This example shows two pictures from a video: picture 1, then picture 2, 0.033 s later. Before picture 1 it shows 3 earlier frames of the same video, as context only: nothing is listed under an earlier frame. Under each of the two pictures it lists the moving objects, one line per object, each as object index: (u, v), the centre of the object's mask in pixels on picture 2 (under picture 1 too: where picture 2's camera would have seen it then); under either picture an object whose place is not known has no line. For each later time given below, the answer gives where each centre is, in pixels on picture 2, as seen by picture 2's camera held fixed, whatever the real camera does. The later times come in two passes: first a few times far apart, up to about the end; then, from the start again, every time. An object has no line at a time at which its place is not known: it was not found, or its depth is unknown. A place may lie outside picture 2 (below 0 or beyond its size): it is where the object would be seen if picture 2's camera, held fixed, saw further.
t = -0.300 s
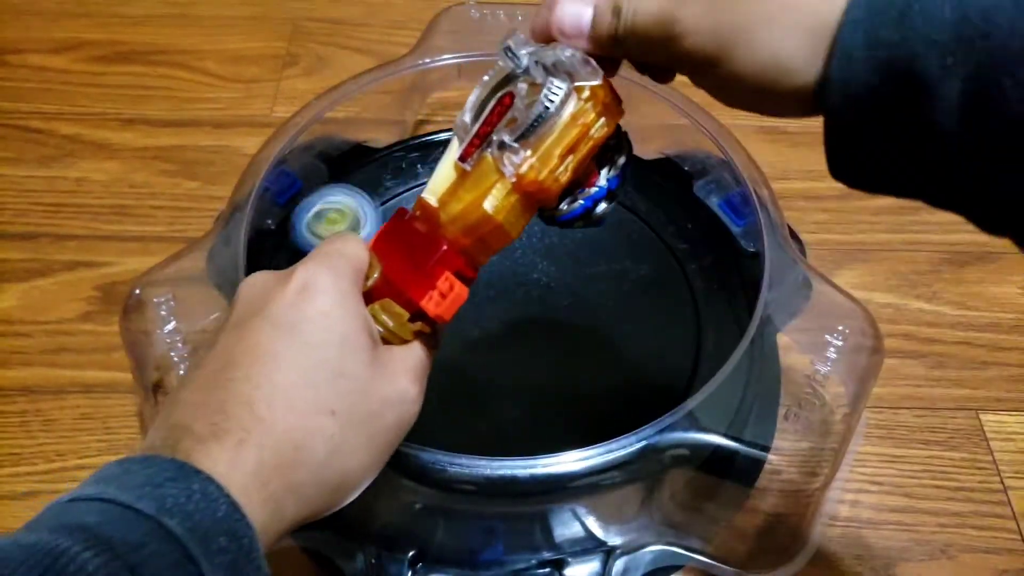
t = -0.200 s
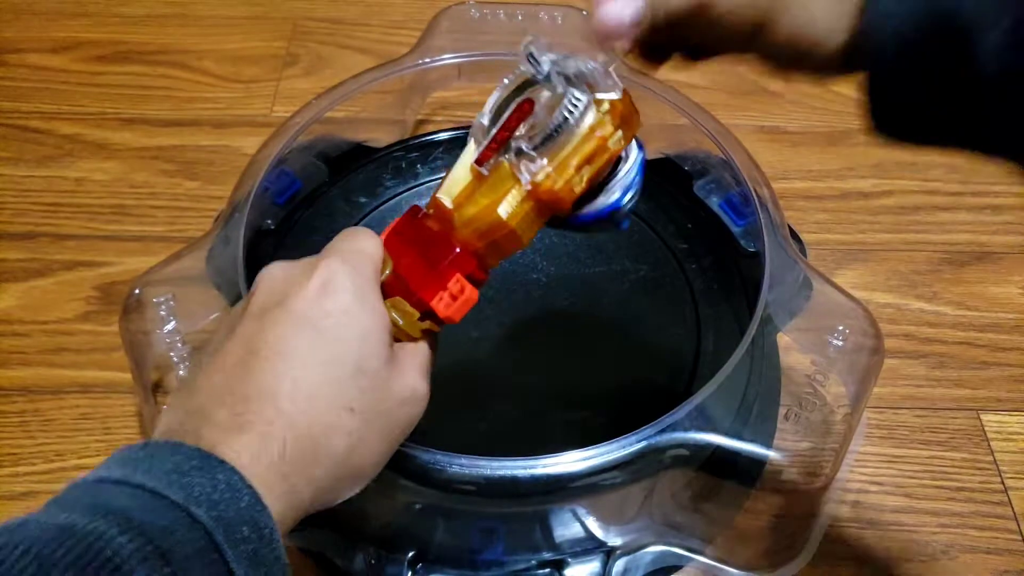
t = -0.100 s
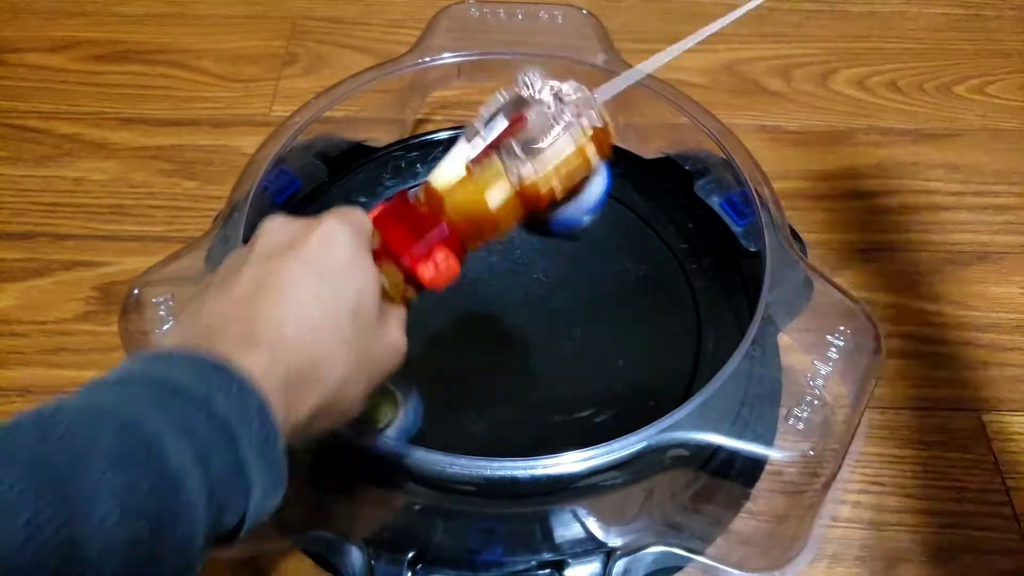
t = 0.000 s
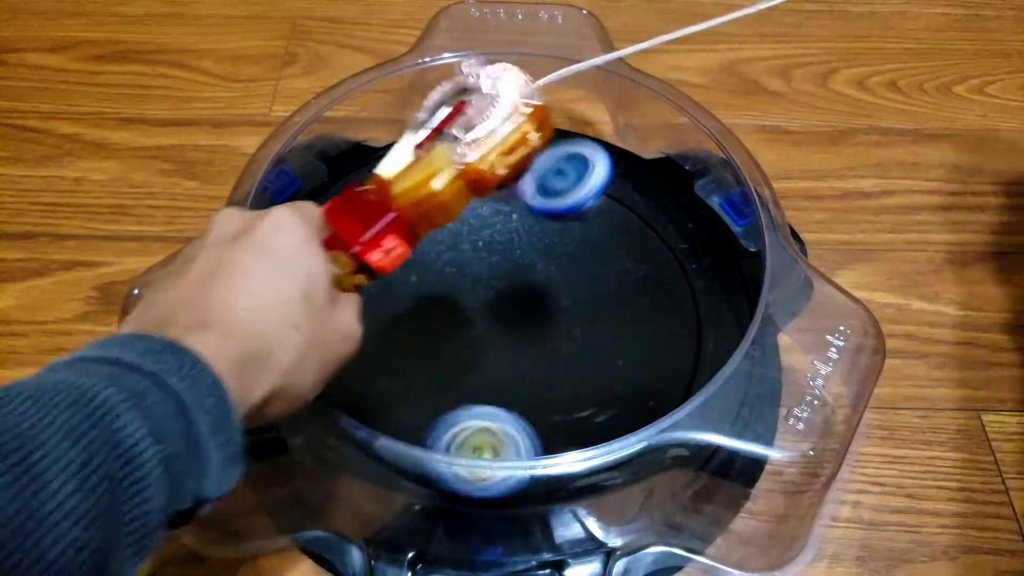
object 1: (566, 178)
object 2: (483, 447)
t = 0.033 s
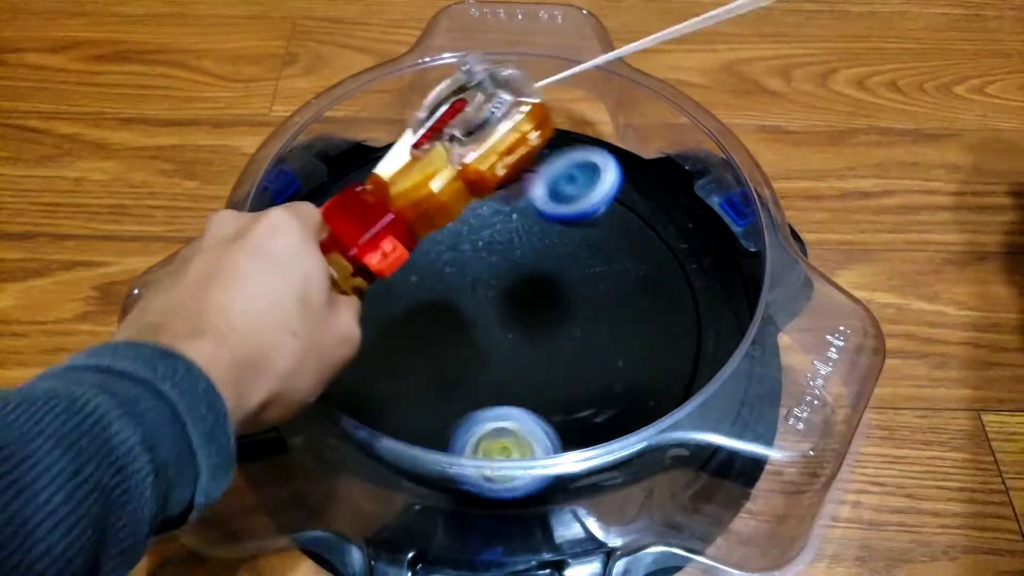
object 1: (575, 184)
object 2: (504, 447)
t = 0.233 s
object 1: (566, 169)
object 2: (687, 338)
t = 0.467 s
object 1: (432, 262)
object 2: (603, 163)
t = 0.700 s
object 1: (328, 392)
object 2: (387, 173)
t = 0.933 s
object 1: (445, 405)
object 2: (335, 355)
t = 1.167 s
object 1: (532, 288)
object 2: (544, 428)
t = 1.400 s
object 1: (445, 193)
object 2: (688, 286)
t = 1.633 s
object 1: (333, 249)
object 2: (558, 153)
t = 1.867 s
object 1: (433, 432)
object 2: (366, 196)
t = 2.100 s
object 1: (707, 305)
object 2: (354, 371)
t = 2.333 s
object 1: (539, 100)
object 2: (556, 422)
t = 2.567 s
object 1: (515, 145)
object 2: (677, 279)
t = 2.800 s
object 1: (592, 318)
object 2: (559, 155)
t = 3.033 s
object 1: (654, 373)
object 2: (377, 185)
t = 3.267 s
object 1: (618, 322)
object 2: (328, 331)
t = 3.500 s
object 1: (534, 309)
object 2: (502, 421)
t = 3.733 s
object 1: (505, 375)
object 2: (659, 320)
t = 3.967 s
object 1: (559, 307)
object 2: (589, 182)
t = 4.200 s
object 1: (406, 240)
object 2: (420, 171)
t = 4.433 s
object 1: (345, 371)
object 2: (355, 225)
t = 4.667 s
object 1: (609, 373)
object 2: (406, 310)
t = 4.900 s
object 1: (584, 159)
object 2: (554, 342)
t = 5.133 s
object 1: (356, 166)
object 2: (620, 296)
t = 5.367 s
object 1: (427, 395)
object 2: (599, 260)
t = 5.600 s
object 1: (657, 356)
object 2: (532, 249)
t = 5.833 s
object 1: (596, 193)
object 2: (440, 260)
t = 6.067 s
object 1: (427, 220)
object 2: (349, 323)
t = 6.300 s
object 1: (483, 304)
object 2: (398, 373)
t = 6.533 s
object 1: (583, 265)
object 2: (477, 314)
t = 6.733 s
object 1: (549, 204)
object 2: (475, 251)
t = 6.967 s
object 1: (522, 225)
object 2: (440, 249)
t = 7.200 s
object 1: (571, 282)
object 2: (416, 272)
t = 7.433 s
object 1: (573, 309)
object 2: (432, 301)
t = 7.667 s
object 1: (544, 330)
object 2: (453, 313)
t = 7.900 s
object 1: (529, 332)
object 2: (446, 299)
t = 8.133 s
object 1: (533, 333)
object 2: (440, 233)
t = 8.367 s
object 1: (509, 308)
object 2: (473, 202)
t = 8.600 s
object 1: (438, 307)
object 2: (550, 225)
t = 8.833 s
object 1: (436, 332)
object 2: (585, 267)
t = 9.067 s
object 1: (447, 286)
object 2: (580, 318)
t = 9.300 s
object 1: (358, 263)
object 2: (525, 303)
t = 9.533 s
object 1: (440, 290)
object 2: (522, 267)
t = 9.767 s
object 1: (454, 270)
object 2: (649, 259)
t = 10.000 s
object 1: (493, 263)
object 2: (598, 303)
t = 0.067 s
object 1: (593, 203)
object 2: (546, 442)
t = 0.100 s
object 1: (605, 230)
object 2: (582, 422)
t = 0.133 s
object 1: (599, 201)
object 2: (616, 407)
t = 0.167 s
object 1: (590, 178)
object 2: (646, 389)
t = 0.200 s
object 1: (578, 168)
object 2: (671, 365)
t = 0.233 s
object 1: (566, 169)
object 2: (687, 338)
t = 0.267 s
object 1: (552, 182)
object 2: (695, 307)
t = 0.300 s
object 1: (538, 206)
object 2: (694, 277)
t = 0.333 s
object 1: (519, 207)
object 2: (686, 248)
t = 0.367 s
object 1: (497, 211)
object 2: (673, 221)
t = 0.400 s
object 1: (475, 227)
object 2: (654, 197)
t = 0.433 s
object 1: (454, 251)
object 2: (631, 178)
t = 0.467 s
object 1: (432, 262)
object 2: (603, 163)
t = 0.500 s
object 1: (410, 281)
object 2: (573, 152)
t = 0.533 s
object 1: (390, 298)
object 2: (542, 145)
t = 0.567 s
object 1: (371, 315)
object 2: (509, 142)
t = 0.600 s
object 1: (355, 335)
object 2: (478, 143)
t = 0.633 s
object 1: (341, 356)
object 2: (446, 148)
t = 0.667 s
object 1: (331, 377)
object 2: (415, 159)
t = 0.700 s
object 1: (328, 392)
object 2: (387, 173)
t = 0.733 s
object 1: (328, 414)
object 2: (362, 192)
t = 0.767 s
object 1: (332, 434)
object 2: (342, 214)
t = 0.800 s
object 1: (343, 445)
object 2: (327, 239)
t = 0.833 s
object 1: (369, 437)
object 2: (318, 267)
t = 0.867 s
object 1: (394, 427)
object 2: (315, 297)
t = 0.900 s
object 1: (422, 414)
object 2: (320, 326)
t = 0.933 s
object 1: (445, 405)
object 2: (335, 355)
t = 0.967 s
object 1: (469, 390)
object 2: (357, 379)
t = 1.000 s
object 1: (490, 373)
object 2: (384, 400)
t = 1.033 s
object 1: (508, 356)
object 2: (412, 424)
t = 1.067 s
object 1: (515, 347)
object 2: (430, 431)
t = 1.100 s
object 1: (526, 328)
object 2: (468, 440)
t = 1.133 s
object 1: (532, 308)
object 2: (507, 441)
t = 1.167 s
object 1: (532, 288)
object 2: (544, 428)
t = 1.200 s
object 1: (528, 269)
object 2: (579, 420)
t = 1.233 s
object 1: (521, 252)
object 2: (612, 407)
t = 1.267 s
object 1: (510, 235)
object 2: (640, 389)
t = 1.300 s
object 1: (497, 220)
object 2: (664, 367)
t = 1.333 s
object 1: (481, 209)
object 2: (679, 342)
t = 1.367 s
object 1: (464, 200)
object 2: (687, 314)
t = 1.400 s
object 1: (445, 193)
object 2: (688, 286)
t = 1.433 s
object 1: (426, 191)
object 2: (682, 258)
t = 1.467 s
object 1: (406, 190)
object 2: (671, 234)
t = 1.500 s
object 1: (386, 193)
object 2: (655, 211)
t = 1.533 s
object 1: (368, 201)
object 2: (636, 191)
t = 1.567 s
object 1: (350, 211)
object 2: (611, 174)
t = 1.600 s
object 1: (337, 226)
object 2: (586, 162)
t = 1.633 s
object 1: (333, 249)
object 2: (558, 153)
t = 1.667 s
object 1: (329, 272)
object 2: (529, 148)
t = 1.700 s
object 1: (327, 299)
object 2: (500, 148)
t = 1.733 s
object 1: (329, 327)
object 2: (470, 150)
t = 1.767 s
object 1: (339, 359)
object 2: (441, 155)
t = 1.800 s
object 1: (361, 388)
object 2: (413, 166)
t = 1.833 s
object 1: (392, 415)
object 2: (388, 179)
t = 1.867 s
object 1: (433, 432)
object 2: (366, 196)
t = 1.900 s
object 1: (481, 430)
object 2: (348, 217)
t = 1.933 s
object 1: (529, 429)
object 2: (334, 240)
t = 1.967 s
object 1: (575, 420)
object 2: (326, 265)
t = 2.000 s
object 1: (618, 402)
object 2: (322, 292)
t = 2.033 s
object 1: (657, 376)
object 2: (325, 320)
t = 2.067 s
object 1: (687, 344)
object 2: (336, 348)
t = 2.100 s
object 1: (707, 305)
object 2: (354, 371)
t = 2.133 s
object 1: (707, 264)
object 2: (377, 391)
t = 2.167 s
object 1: (703, 246)
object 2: (391, 400)
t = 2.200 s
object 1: (692, 206)
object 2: (421, 414)
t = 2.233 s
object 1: (667, 173)
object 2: (455, 423)
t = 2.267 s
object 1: (627, 149)
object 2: (488, 427)
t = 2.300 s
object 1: (584, 122)
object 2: (522, 427)
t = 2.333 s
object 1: (539, 100)
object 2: (556, 422)
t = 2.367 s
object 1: (489, 95)
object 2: (588, 413)
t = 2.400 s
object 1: (446, 97)
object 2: (617, 398)
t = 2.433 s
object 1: (459, 94)
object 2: (640, 378)
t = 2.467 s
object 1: (473, 101)
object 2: (659, 356)
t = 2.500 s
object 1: (489, 110)
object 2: (672, 332)
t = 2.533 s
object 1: (503, 125)
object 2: (677, 305)
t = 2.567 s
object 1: (515, 145)
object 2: (677, 279)
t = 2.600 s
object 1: (527, 172)
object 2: (671, 254)
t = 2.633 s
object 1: (535, 198)
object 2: (661, 232)
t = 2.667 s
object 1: (543, 224)
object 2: (647, 210)
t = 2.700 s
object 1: (554, 249)
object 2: (629, 192)
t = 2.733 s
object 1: (566, 274)
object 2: (607, 177)
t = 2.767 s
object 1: (579, 297)
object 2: (583, 164)
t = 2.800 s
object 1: (592, 318)
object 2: (559, 155)
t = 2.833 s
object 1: (606, 336)
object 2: (532, 150)
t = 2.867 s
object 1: (620, 352)
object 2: (504, 148)
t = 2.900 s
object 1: (632, 364)
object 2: (477, 149)
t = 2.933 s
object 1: (641, 371)
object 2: (450, 153)
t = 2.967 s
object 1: (647, 373)
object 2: (422, 161)
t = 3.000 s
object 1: (652, 374)
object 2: (398, 171)
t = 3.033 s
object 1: (654, 373)
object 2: (377, 185)
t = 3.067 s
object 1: (653, 370)
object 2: (358, 203)
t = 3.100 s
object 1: (650, 365)
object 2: (341, 222)
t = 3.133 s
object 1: (646, 358)
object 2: (330, 244)
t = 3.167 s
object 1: (639, 349)
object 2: (323, 268)
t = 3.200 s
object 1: (631, 338)
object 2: (320, 293)
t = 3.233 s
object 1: (627, 332)
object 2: (321, 305)
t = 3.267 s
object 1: (618, 322)
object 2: (328, 331)
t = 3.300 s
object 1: (609, 312)
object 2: (340, 355)
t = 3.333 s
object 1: (598, 305)
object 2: (359, 375)
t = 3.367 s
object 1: (588, 300)
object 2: (383, 392)
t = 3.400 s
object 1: (575, 298)
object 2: (410, 406)
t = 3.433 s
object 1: (562, 299)
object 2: (439, 415)
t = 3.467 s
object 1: (548, 303)
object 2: (471, 420)
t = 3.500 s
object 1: (534, 309)
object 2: (502, 421)
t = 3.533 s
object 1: (521, 317)
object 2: (534, 417)
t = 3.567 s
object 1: (510, 327)
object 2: (564, 410)
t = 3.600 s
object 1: (501, 337)
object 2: (591, 398)
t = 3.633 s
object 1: (496, 348)
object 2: (616, 384)
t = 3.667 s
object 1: (495, 358)
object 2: (637, 366)
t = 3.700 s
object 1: (498, 367)
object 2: (651, 343)
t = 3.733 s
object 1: (505, 375)
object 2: (659, 320)
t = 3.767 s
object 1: (517, 380)
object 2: (661, 296)
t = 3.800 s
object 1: (532, 381)
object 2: (659, 272)
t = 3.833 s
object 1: (547, 375)
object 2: (652, 250)
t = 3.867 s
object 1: (559, 363)
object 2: (641, 229)
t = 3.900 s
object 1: (566, 346)
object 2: (628, 211)
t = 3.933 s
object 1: (565, 327)
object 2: (609, 195)
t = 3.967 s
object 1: (559, 307)
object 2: (589, 182)
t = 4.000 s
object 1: (546, 289)
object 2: (566, 171)
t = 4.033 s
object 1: (529, 272)
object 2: (542, 163)
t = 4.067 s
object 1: (508, 258)
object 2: (518, 159)
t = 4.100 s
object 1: (485, 248)
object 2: (492, 158)
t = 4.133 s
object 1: (460, 240)
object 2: (466, 160)
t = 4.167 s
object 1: (433, 237)
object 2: (442, 166)
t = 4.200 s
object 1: (406, 240)
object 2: (420, 171)
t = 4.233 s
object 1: (376, 250)
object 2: (402, 174)
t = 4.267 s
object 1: (348, 264)
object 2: (386, 179)
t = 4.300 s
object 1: (323, 283)
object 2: (374, 187)
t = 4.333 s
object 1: (314, 294)
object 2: (370, 190)
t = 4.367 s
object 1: (308, 317)
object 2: (363, 200)
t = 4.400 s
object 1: (323, 345)
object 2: (358, 212)
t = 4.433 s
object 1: (345, 371)
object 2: (355, 225)
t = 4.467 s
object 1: (373, 396)
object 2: (356, 237)
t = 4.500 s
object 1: (412, 411)
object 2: (358, 248)
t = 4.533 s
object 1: (455, 420)
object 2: (363, 260)
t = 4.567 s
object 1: (498, 421)
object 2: (370, 272)
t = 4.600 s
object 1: (540, 414)
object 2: (380, 285)
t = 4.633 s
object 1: (578, 398)
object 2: (392, 298)
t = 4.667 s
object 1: (609, 373)
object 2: (406, 310)
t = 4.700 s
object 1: (632, 343)
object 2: (422, 322)
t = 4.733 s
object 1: (645, 308)
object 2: (442, 332)
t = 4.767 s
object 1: (650, 273)
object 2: (464, 340)
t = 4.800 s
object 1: (645, 238)
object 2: (487, 344)
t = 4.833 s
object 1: (633, 205)
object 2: (511, 347)
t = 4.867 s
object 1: (614, 176)
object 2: (533, 346)
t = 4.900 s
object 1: (584, 159)
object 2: (554, 342)
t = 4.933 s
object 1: (548, 152)
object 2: (573, 337)
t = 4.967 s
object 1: (513, 143)
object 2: (588, 330)
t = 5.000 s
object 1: (477, 137)
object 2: (600, 323)
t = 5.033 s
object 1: (441, 132)
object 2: (609, 316)
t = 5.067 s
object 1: (407, 132)
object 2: (615, 308)
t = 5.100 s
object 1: (376, 142)
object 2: (619, 302)
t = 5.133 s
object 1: (356, 166)
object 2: (620, 296)
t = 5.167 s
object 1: (342, 193)
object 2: (621, 290)
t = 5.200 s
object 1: (333, 226)
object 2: (620, 284)
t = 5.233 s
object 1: (334, 261)
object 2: (618, 279)
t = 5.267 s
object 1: (344, 298)
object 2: (615, 273)
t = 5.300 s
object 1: (362, 334)
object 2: (610, 268)
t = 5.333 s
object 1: (392, 368)
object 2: (605, 263)
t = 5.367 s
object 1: (427, 395)
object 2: (599, 260)
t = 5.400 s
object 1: (471, 413)
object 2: (592, 257)
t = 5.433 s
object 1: (493, 418)
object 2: (588, 256)
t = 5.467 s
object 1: (539, 421)
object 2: (580, 254)
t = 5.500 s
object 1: (592, 429)
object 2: (570, 251)
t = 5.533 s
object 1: (624, 410)
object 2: (558, 250)
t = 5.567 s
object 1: (642, 381)
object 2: (546, 249)
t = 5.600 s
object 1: (657, 356)
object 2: (532, 249)
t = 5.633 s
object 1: (665, 326)
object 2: (519, 248)
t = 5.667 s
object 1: (670, 296)
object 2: (504, 250)
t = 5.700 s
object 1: (671, 267)
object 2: (490, 250)
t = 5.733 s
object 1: (663, 241)
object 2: (476, 252)
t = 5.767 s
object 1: (647, 220)
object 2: (463, 254)
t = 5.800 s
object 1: (624, 203)
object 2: (451, 257)
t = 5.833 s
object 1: (596, 193)
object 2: (440, 260)
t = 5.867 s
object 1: (564, 188)
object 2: (431, 263)
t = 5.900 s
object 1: (530, 190)
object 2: (423, 266)
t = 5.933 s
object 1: (496, 197)
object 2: (417, 269)
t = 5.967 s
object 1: (462, 209)
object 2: (412, 271)
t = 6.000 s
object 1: (442, 215)
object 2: (393, 286)
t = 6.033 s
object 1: (434, 215)
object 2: (368, 307)
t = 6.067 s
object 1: (427, 220)
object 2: (349, 323)
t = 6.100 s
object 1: (421, 231)
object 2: (336, 336)
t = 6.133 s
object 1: (419, 243)
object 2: (328, 349)
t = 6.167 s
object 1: (423, 259)
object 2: (327, 359)
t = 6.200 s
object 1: (433, 274)
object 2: (338, 366)
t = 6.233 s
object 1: (446, 287)
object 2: (355, 372)
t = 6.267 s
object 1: (464, 297)
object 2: (376, 374)
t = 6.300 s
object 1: (483, 304)
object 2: (398, 373)
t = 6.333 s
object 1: (504, 307)
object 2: (417, 370)
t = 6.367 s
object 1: (524, 307)
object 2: (433, 364)
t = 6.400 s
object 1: (543, 303)
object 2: (445, 356)
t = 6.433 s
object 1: (559, 296)
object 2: (456, 346)
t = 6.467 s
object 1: (566, 290)
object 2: (462, 340)
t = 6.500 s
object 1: (578, 278)
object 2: (470, 328)
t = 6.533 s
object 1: (583, 265)
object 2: (477, 314)
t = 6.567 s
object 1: (583, 251)
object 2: (484, 300)
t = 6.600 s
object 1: (575, 238)
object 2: (490, 285)
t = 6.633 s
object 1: (564, 228)
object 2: (495, 272)
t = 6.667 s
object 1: (561, 217)
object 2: (485, 264)
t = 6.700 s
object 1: (556, 208)
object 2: (478, 257)
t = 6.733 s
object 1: (549, 204)
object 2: (475, 251)
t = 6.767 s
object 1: (539, 203)
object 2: (473, 247)
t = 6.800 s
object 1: (536, 201)
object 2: (466, 247)
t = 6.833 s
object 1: (533, 201)
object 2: (459, 248)
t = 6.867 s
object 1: (529, 204)
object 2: (455, 248)
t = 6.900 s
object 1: (526, 209)
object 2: (451, 248)
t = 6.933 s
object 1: (523, 217)
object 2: (448, 249)
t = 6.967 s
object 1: (522, 225)
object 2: (440, 249)
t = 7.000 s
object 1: (530, 234)
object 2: (430, 252)
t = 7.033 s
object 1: (536, 242)
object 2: (426, 255)
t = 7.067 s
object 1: (544, 251)
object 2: (423, 257)
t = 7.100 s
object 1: (552, 261)
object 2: (420, 260)
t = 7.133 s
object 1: (559, 268)
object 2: (417, 265)
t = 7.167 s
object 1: (565, 275)
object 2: (416, 268)
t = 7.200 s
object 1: (571, 282)
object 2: (416, 272)
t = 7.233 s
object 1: (577, 287)
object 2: (416, 276)
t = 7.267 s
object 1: (580, 293)
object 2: (417, 281)
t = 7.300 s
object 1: (582, 296)
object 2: (419, 285)
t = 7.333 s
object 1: (582, 299)
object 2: (422, 289)
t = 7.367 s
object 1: (580, 303)
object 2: (425, 293)
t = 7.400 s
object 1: (577, 306)
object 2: (427, 297)
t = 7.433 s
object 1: (573, 309)
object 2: (432, 301)
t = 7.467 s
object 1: (567, 312)
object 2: (439, 306)
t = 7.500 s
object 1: (560, 315)
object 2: (447, 310)
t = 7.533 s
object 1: (552, 317)
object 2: (454, 313)
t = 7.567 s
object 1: (549, 318)
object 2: (458, 316)
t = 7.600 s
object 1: (547, 323)
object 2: (458, 316)
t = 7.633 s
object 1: (544, 326)
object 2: (454, 315)
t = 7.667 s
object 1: (544, 330)
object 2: (453, 313)
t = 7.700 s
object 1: (541, 332)
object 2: (453, 312)
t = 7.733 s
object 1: (543, 335)
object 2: (451, 310)
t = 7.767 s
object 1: (541, 336)
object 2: (447, 308)
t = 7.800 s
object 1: (539, 336)
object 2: (447, 306)
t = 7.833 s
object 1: (537, 336)
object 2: (447, 305)
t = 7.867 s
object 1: (532, 333)
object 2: (446, 302)
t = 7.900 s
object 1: (529, 332)
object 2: (446, 299)
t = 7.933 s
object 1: (527, 330)
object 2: (447, 293)
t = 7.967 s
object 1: (525, 328)
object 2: (448, 287)
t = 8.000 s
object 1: (524, 329)
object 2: (447, 277)
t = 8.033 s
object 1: (527, 332)
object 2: (442, 265)
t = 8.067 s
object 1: (531, 334)
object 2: (441, 252)
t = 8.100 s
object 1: (532, 334)
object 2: (441, 243)
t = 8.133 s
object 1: (533, 333)
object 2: (440, 233)
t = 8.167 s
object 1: (534, 331)
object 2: (442, 223)
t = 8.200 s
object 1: (532, 329)
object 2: (445, 215)
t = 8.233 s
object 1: (530, 325)
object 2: (449, 209)
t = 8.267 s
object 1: (527, 321)
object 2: (454, 204)
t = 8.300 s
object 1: (521, 317)
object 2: (459, 203)
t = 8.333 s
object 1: (515, 312)
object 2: (466, 203)
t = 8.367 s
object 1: (509, 308)
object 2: (473, 202)
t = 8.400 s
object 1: (501, 304)
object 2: (479, 206)
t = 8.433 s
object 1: (492, 299)
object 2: (488, 211)
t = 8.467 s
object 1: (484, 295)
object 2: (493, 215)
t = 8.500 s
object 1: (475, 293)
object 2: (503, 222)
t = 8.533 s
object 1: (463, 295)
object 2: (520, 226)
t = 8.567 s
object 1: (449, 300)
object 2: (535, 223)
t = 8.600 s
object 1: (438, 307)
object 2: (550, 225)
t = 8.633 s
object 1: (433, 309)
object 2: (554, 227)
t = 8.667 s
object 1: (427, 315)
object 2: (563, 231)
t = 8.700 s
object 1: (424, 322)
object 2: (569, 235)
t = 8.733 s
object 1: (424, 325)
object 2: (576, 242)
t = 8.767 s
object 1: (426, 328)
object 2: (581, 249)
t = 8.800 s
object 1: (429, 331)
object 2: (583, 258)
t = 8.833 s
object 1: (436, 332)
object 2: (585, 267)
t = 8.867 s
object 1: (444, 333)
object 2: (582, 277)
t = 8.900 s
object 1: (452, 330)
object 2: (579, 285)
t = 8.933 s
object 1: (461, 325)
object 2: (574, 293)
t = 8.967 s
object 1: (471, 318)
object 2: (567, 301)
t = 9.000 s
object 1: (474, 309)
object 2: (564, 308)
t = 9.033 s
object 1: (461, 297)
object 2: (577, 314)
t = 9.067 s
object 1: (447, 286)
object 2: (580, 318)
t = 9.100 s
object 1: (431, 276)
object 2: (579, 320)
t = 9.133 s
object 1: (414, 267)
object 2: (571, 319)
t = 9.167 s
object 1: (397, 261)
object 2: (558, 317)
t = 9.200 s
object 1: (382, 257)
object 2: (546, 314)
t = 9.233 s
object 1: (369, 257)
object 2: (537, 312)
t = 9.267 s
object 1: (360, 260)
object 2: (531, 308)
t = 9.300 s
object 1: (358, 263)
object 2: (525, 303)
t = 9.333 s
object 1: (358, 266)
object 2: (523, 296)
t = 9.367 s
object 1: (362, 272)
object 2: (521, 292)
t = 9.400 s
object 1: (372, 277)
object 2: (521, 287)
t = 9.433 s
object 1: (384, 282)
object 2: (521, 282)
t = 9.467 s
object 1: (400, 287)
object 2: (520, 278)
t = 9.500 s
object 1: (419, 291)
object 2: (521, 273)
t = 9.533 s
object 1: (440, 290)
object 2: (522, 267)
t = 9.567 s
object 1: (444, 286)
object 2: (548, 271)
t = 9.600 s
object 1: (444, 283)
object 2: (571, 262)
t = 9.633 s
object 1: (446, 279)
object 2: (598, 260)
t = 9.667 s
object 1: (446, 276)
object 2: (616, 258)
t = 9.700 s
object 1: (449, 273)
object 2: (631, 260)
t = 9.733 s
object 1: (450, 274)
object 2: (637, 257)
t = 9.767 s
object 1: (454, 270)
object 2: (649, 259)
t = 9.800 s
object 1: (457, 269)
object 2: (651, 267)
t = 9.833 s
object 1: (463, 267)
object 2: (648, 273)
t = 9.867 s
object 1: (466, 265)
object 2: (642, 280)
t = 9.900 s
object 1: (473, 265)
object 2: (632, 285)
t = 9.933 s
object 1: (480, 264)
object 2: (624, 289)
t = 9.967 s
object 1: (485, 265)
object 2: (612, 297)
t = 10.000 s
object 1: (493, 263)
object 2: (598, 303)
